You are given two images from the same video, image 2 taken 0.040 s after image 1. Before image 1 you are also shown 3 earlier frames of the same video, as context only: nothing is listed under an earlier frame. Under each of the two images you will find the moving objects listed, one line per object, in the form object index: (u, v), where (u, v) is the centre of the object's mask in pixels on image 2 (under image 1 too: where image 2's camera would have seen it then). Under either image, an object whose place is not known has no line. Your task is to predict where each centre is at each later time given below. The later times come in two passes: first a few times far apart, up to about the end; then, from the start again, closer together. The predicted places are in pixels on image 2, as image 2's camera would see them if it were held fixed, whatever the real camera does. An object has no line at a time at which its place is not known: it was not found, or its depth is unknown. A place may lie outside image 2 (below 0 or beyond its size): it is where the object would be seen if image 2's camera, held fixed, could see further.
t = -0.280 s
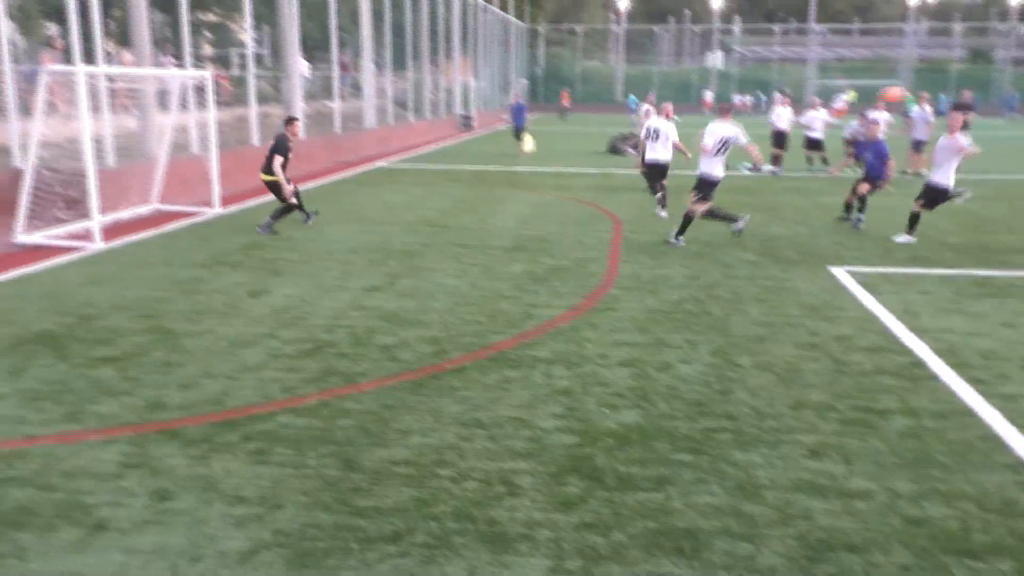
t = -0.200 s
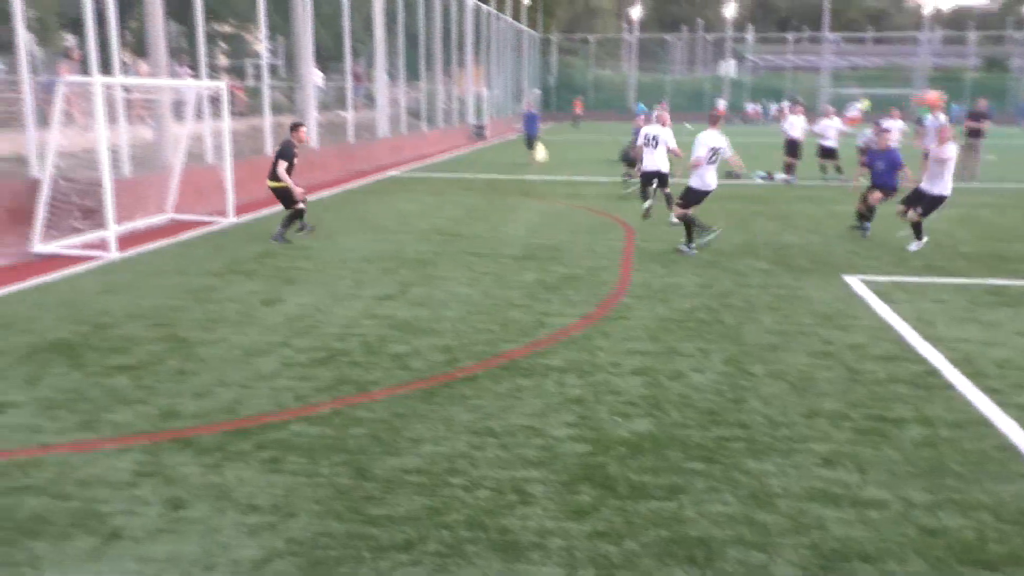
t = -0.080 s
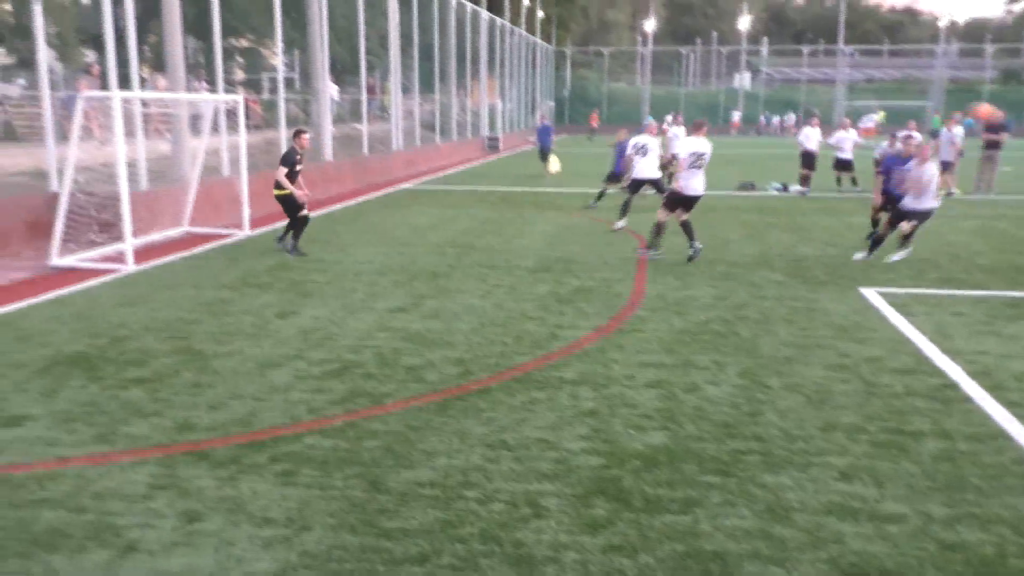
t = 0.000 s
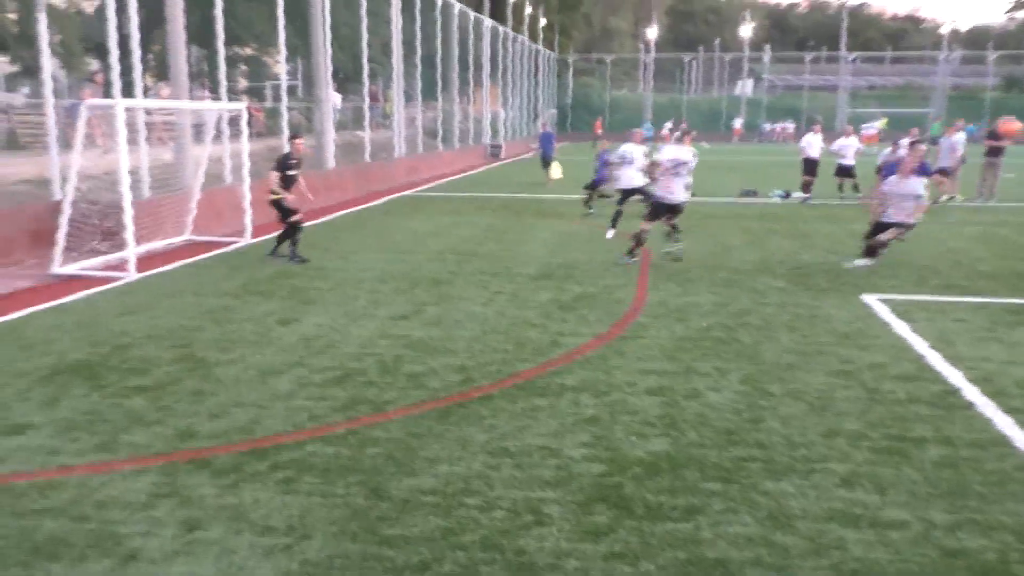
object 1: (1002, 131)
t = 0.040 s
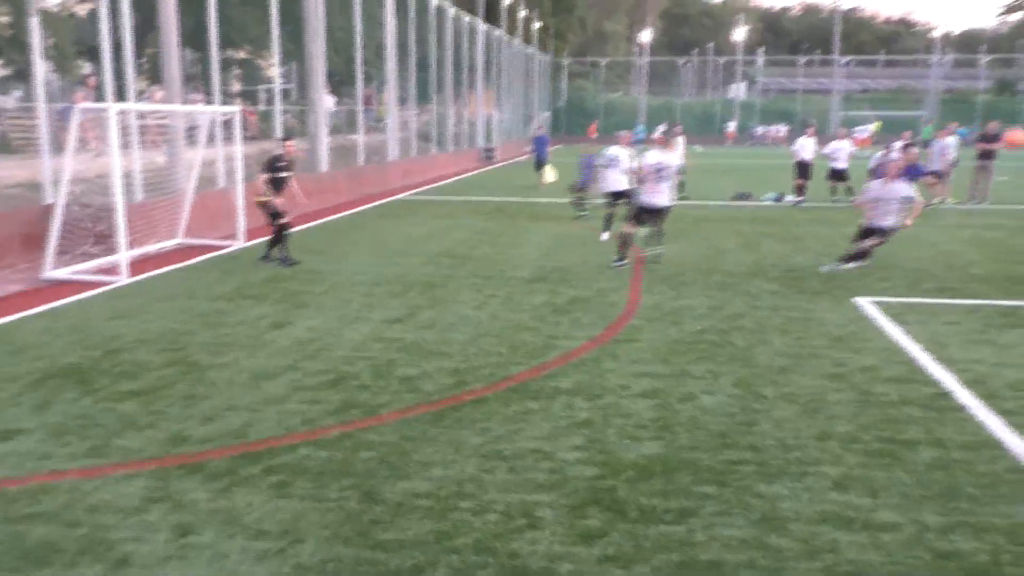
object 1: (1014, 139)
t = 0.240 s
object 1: (1078, 199)
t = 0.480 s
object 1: (1149, 315)
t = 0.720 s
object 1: (1182, 280)
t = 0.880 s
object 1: (1201, 291)
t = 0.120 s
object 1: (1039, 157)
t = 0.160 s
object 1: (1052, 169)
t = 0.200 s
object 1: (1064, 184)
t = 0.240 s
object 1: (1078, 199)
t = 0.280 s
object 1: (1089, 215)
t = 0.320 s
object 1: (1101, 236)
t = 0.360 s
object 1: (1114, 260)
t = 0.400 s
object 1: (1126, 284)
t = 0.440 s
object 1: (1142, 310)
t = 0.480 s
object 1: (1149, 315)
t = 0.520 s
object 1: (1156, 305)
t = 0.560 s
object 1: (1161, 296)
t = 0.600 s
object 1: (1167, 291)
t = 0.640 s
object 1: (1173, 286)
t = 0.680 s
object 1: (1175, 282)
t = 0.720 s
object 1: (1182, 280)
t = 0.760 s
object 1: (1187, 280)
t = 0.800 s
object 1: (1192, 282)
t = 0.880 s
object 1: (1201, 291)
